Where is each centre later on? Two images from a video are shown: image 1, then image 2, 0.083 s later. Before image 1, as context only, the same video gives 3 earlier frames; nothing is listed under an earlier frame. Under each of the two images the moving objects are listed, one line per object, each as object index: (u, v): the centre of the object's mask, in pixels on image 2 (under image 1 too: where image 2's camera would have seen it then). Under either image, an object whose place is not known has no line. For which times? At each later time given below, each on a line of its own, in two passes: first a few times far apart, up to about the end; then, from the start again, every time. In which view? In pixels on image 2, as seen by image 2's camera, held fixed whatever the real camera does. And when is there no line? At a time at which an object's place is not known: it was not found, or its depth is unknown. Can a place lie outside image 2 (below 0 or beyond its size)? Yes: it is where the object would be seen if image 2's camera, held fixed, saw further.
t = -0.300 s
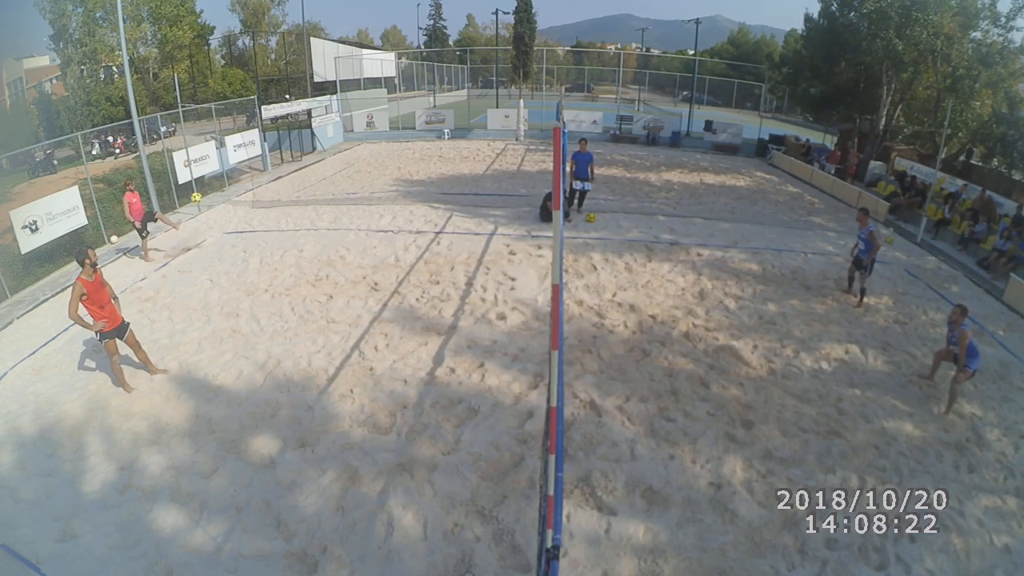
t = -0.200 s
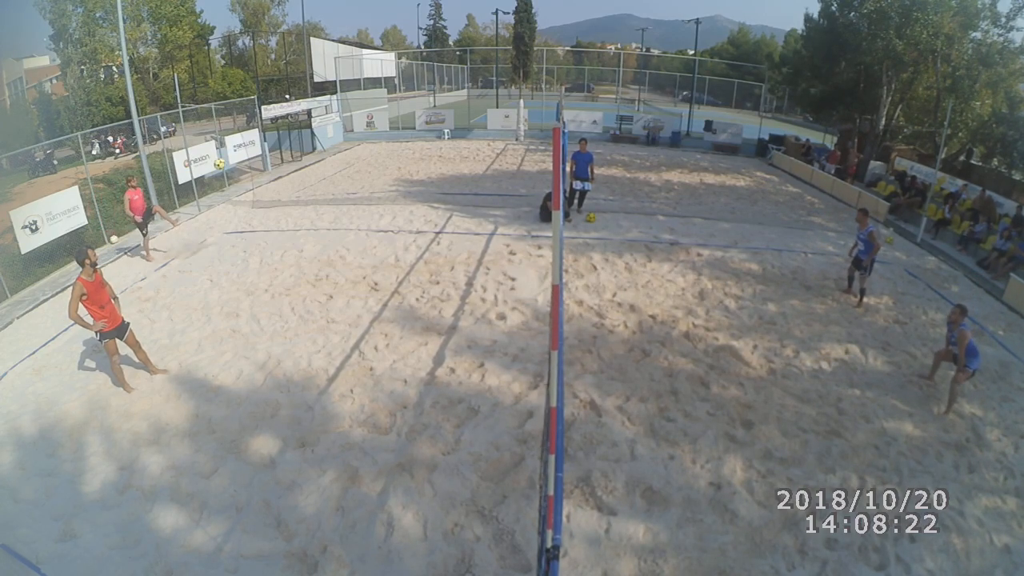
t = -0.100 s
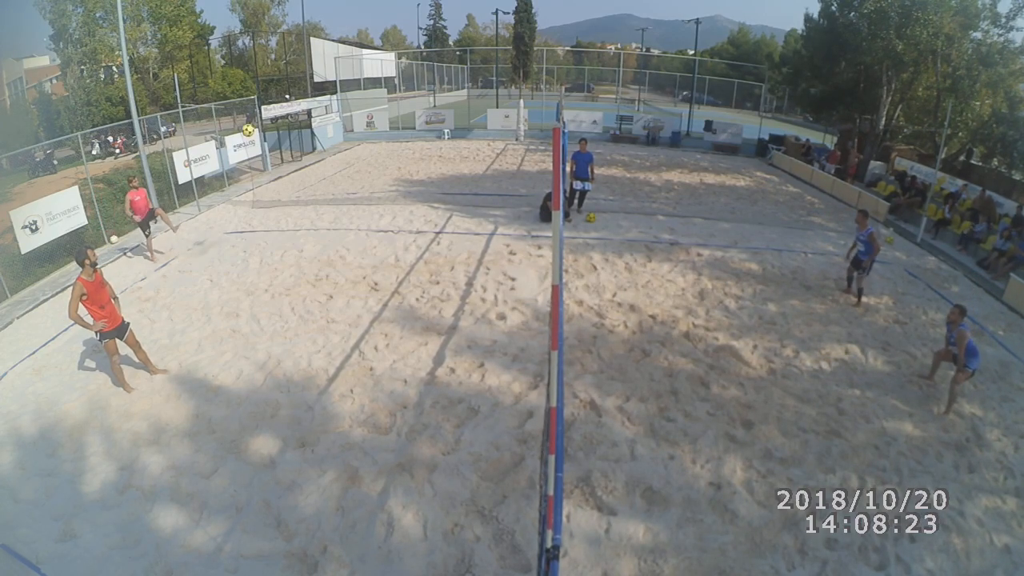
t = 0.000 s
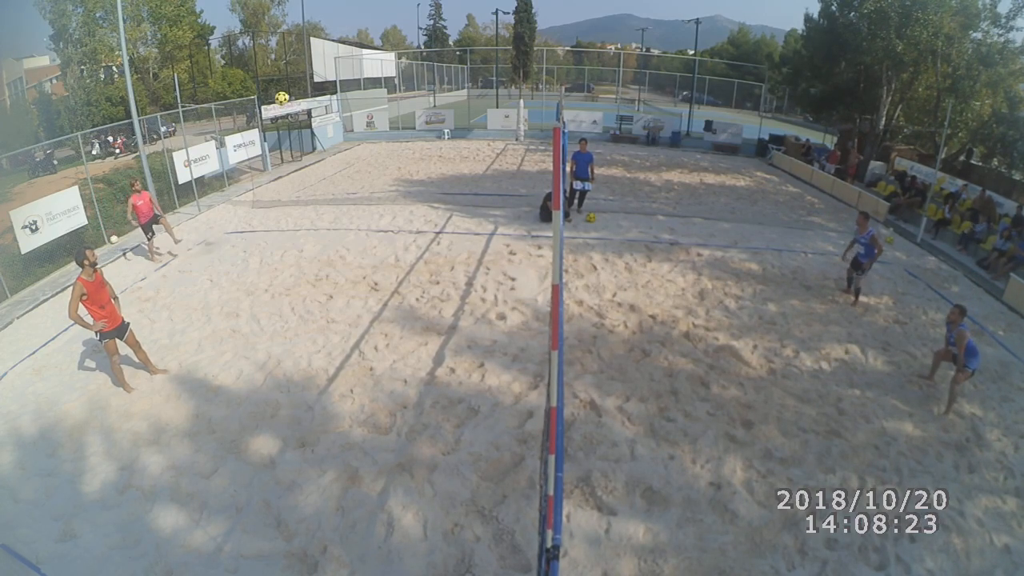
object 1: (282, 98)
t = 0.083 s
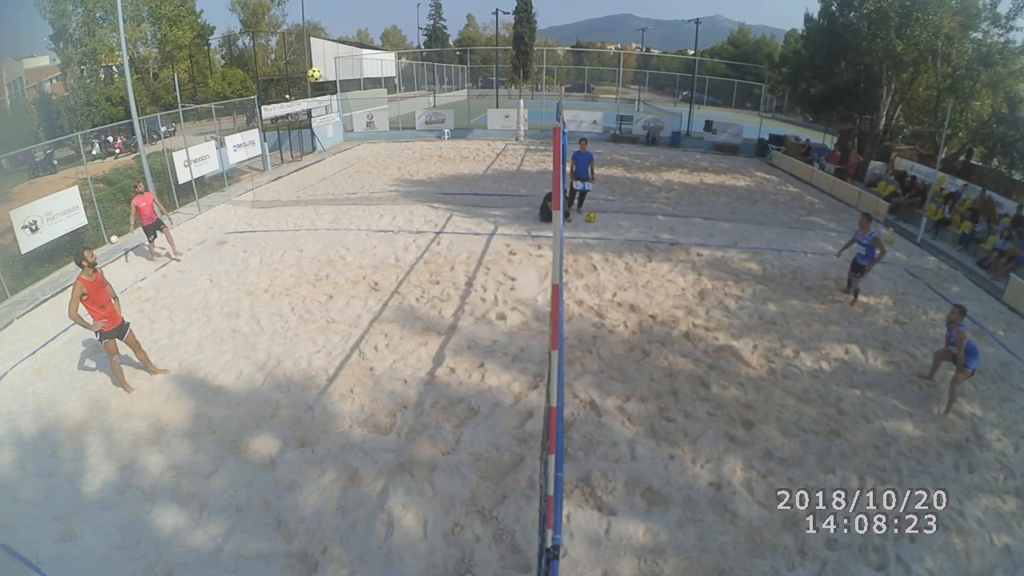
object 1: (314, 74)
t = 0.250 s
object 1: (391, 35)
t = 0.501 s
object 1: (538, 12)
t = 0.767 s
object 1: (713, 57)
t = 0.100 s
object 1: (321, 70)
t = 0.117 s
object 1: (328, 66)
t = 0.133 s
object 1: (336, 61)
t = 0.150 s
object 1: (343, 57)
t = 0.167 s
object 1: (351, 53)
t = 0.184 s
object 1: (359, 49)
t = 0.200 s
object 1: (367, 45)
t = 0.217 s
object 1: (375, 42)
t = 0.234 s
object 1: (384, 38)
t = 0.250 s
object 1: (391, 35)
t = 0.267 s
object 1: (400, 32)
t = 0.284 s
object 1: (409, 29)
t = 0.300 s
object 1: (419, 27)
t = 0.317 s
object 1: (427, 25)
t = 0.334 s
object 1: (437, 22)
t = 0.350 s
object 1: (446, 20)
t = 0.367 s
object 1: (456, 18)
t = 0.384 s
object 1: (466, 17)
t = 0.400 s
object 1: (475, 16)
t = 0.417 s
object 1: (486, 14)
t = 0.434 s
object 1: (496, 13)
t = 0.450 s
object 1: (506, 12)
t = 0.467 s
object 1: (517, 12)
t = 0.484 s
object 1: (527, 12)
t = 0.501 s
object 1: (538, 12)
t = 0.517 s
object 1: (549, 13)
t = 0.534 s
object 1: (560, 13)
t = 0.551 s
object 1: (570, 14)
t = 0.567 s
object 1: (581, 16)
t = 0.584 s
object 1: (592, 18)
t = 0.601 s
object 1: (604, 20)
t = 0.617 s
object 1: (615, 22)
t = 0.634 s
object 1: (626, 24)
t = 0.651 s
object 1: (636, 28)
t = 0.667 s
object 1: (648, 31)
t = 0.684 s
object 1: (659, 35)
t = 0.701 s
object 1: (670, 38)
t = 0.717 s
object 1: (681, 43)
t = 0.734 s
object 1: (692, 47)
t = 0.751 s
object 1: (703, 51)
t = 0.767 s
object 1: (713, 57)
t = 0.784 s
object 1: (724, 62)
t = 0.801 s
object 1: (734, 68)
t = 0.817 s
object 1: (745, 74)
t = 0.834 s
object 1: (755, 80)
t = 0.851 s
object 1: (764, 86)
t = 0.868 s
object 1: (775, 93)
